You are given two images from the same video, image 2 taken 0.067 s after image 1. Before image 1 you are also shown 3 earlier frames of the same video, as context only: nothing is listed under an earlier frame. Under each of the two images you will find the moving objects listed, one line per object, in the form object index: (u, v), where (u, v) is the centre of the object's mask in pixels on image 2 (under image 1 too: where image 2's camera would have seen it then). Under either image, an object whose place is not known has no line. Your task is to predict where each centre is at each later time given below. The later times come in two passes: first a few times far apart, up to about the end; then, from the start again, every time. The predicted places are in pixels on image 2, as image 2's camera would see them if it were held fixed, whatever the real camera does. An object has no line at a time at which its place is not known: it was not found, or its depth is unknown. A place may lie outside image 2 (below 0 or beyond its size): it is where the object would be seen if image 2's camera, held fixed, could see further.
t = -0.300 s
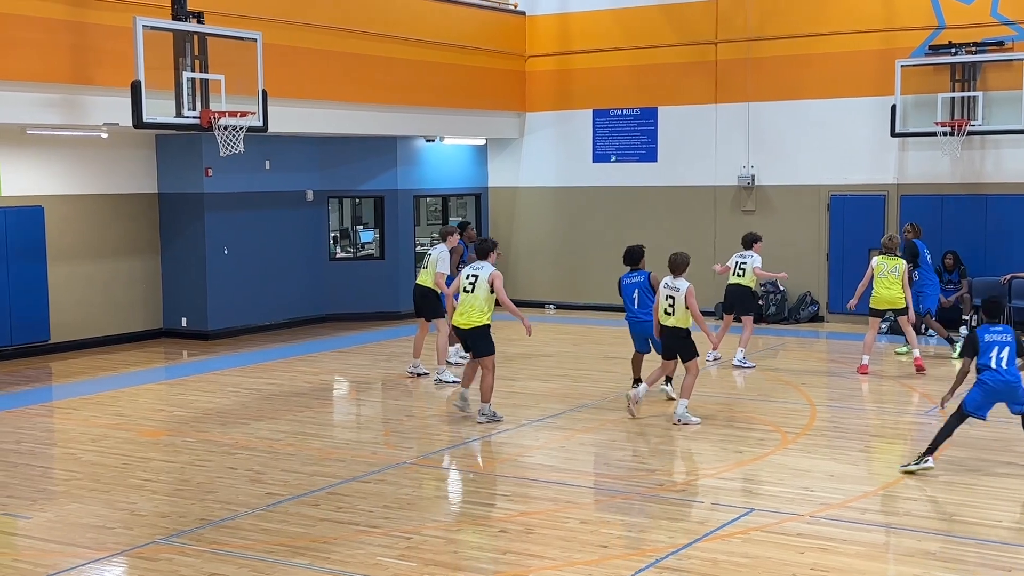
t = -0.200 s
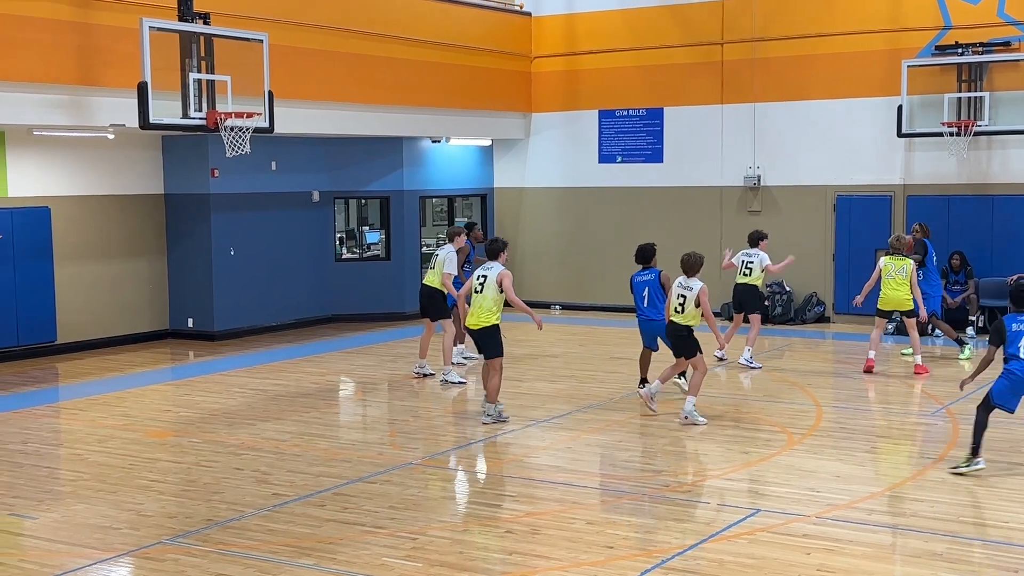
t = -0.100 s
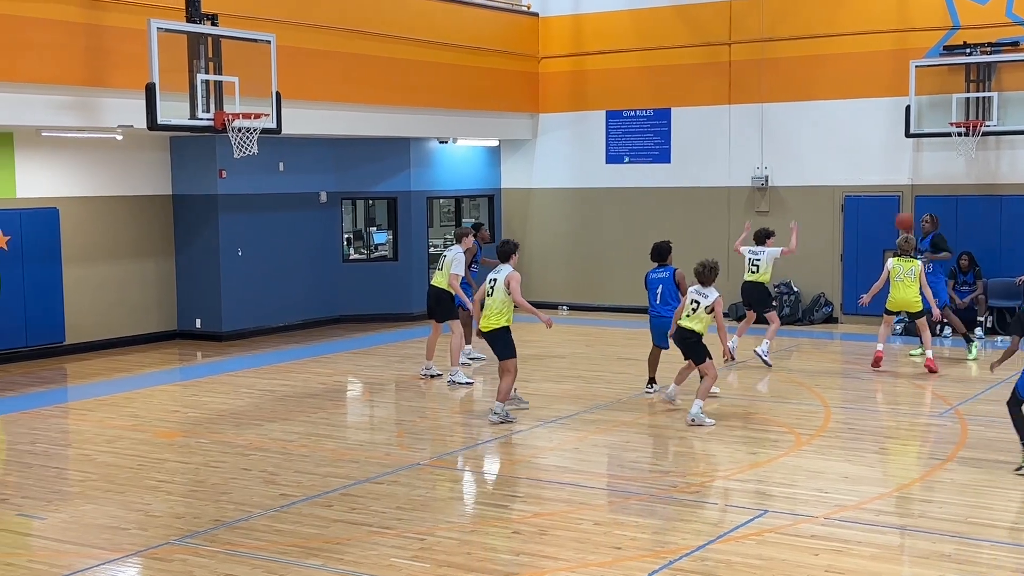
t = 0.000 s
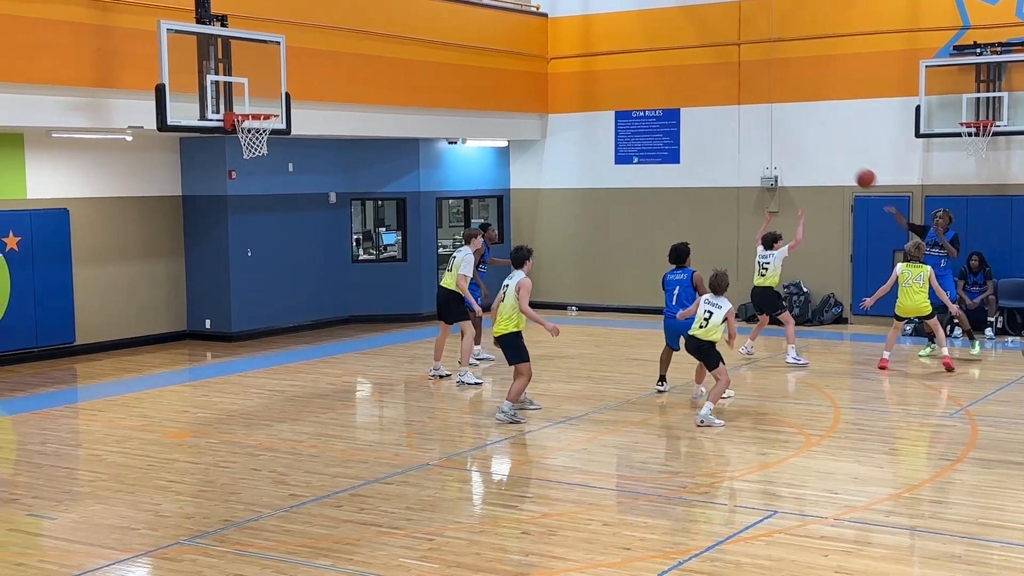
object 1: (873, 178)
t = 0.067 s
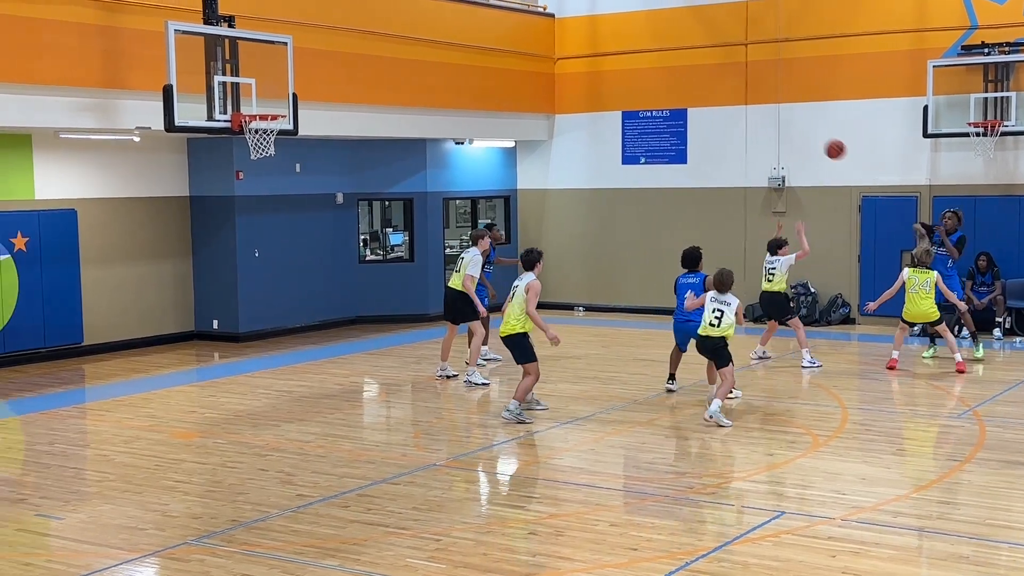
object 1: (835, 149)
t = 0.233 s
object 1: (730, 85)
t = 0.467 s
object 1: (556, 21)
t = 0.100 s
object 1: (815, 135)
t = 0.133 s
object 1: (794, 122)
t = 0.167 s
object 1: (774, 109)
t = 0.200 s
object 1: (752, 96)
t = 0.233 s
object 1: (730, 85)
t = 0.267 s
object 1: (707, 74)
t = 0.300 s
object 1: (684, 63)
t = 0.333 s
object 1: (661, 53)
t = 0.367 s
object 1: (635, 44)
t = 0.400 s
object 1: (610, 35)
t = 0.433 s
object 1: (584, 28)
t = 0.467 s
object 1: (556, 21)
